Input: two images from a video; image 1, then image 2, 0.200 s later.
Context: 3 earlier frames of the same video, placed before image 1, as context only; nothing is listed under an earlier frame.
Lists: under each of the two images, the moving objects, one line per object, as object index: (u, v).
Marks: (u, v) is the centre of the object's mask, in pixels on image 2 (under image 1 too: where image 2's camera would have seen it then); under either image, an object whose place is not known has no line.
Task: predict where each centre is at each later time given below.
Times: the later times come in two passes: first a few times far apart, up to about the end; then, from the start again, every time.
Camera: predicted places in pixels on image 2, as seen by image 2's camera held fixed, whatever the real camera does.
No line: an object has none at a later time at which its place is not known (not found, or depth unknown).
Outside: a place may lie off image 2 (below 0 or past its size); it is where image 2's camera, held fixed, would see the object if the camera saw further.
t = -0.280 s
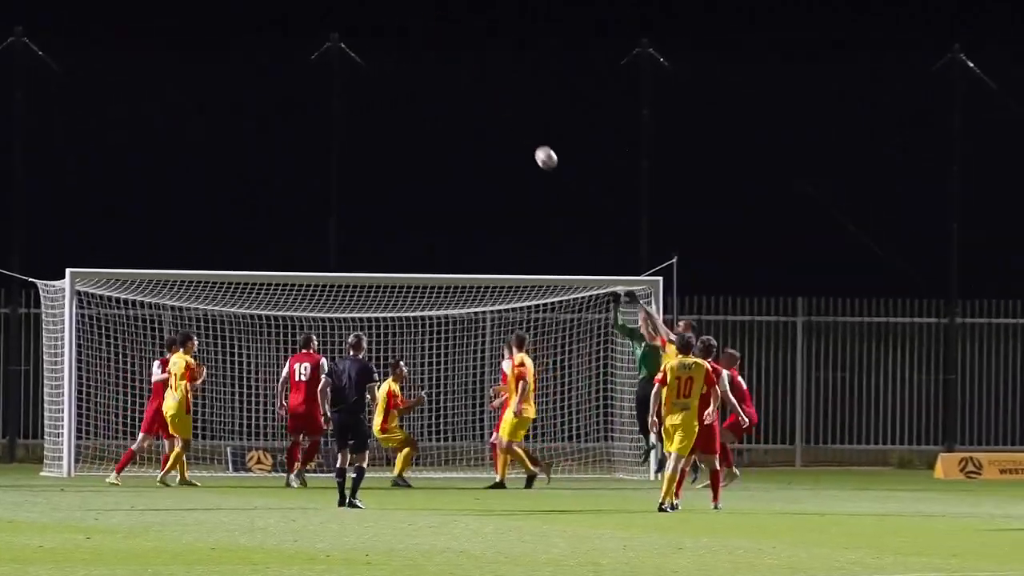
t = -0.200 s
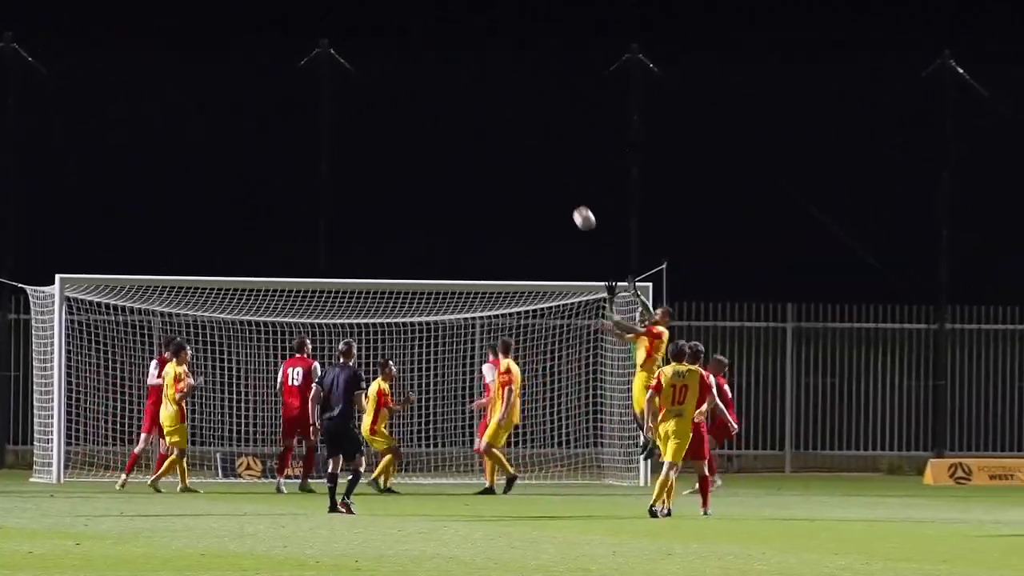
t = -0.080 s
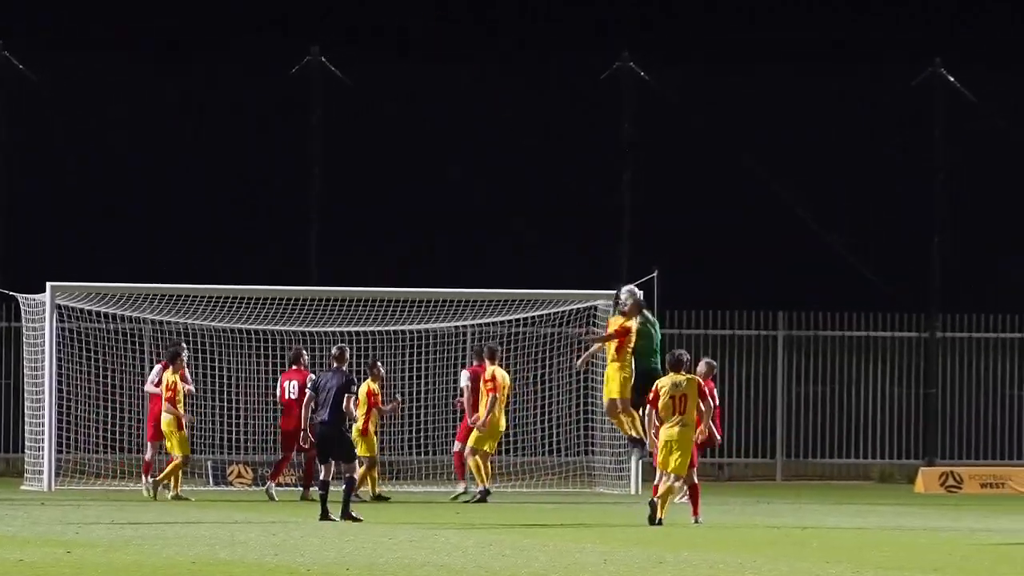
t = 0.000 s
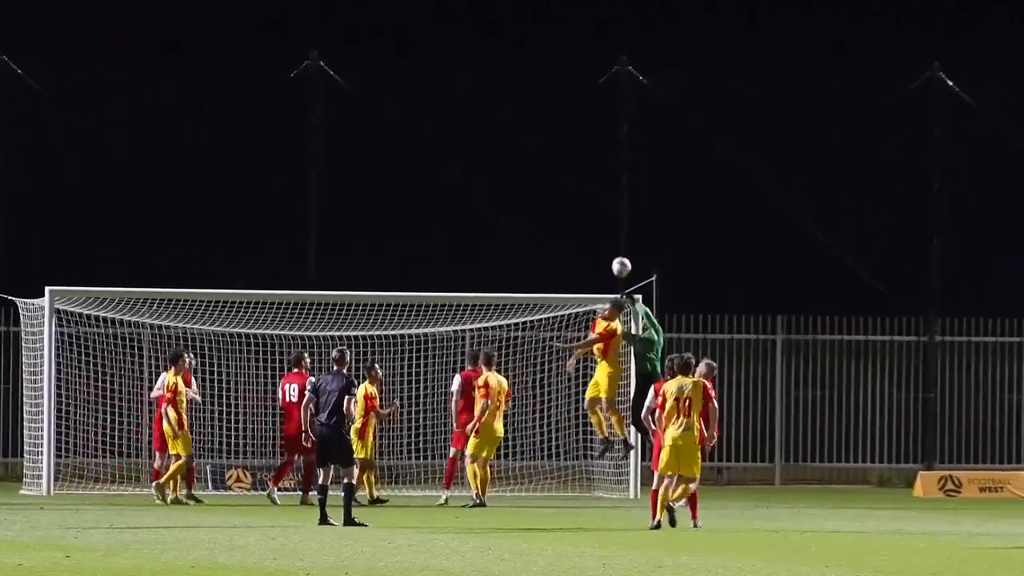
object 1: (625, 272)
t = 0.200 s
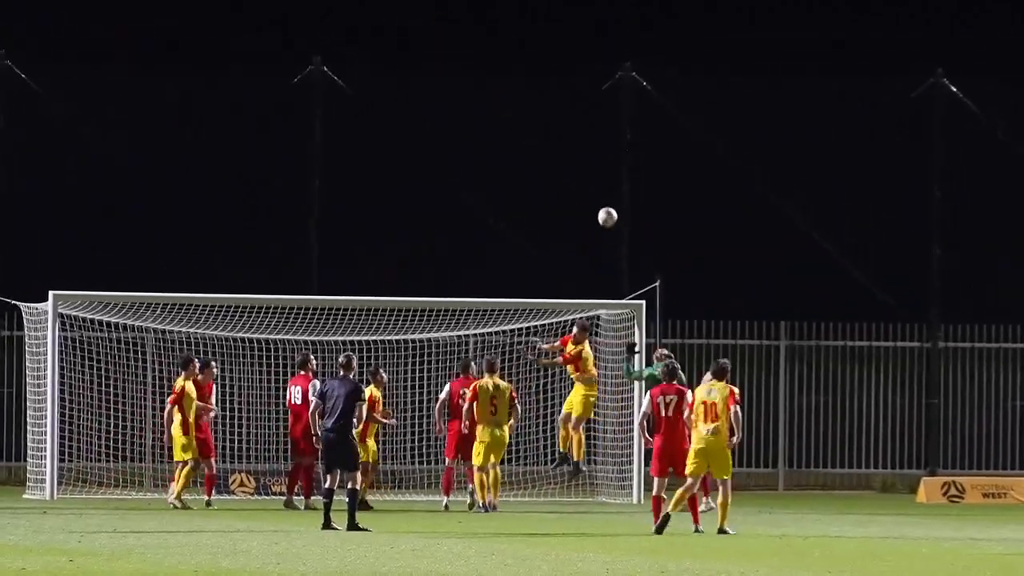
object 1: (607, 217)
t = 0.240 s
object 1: (603, 210)
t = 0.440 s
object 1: (585, 194)
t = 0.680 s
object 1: (562, 218)
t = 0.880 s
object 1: (542, 272)
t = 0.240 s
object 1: (603, 210)
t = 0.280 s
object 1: (600, 204)
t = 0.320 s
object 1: (596, 200)
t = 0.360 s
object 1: (592, 197)
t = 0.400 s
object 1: (589, 195)
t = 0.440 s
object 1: (585, 194)
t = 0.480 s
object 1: (581, 195)
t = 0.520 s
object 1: (577, 197)
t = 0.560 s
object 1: (573, 200)
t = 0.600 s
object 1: (570, 205)
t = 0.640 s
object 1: (566, 211)
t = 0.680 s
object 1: (562, 218)
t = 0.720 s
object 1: (558, 226)
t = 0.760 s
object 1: (553, 235)
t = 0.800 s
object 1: (550, 246)
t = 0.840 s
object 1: (546, 258)
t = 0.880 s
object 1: (542, 272)
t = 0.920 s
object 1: (537, 286)
